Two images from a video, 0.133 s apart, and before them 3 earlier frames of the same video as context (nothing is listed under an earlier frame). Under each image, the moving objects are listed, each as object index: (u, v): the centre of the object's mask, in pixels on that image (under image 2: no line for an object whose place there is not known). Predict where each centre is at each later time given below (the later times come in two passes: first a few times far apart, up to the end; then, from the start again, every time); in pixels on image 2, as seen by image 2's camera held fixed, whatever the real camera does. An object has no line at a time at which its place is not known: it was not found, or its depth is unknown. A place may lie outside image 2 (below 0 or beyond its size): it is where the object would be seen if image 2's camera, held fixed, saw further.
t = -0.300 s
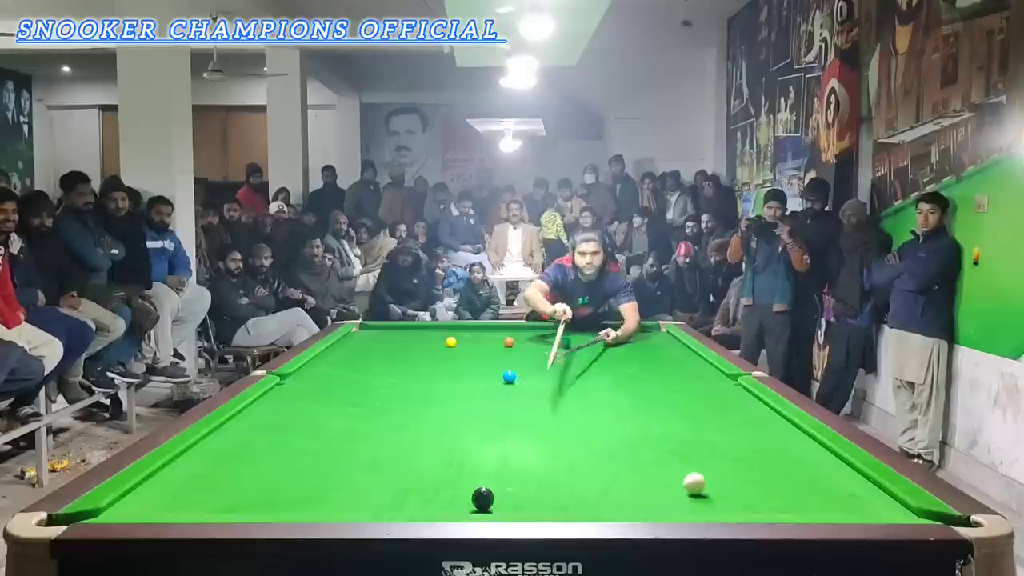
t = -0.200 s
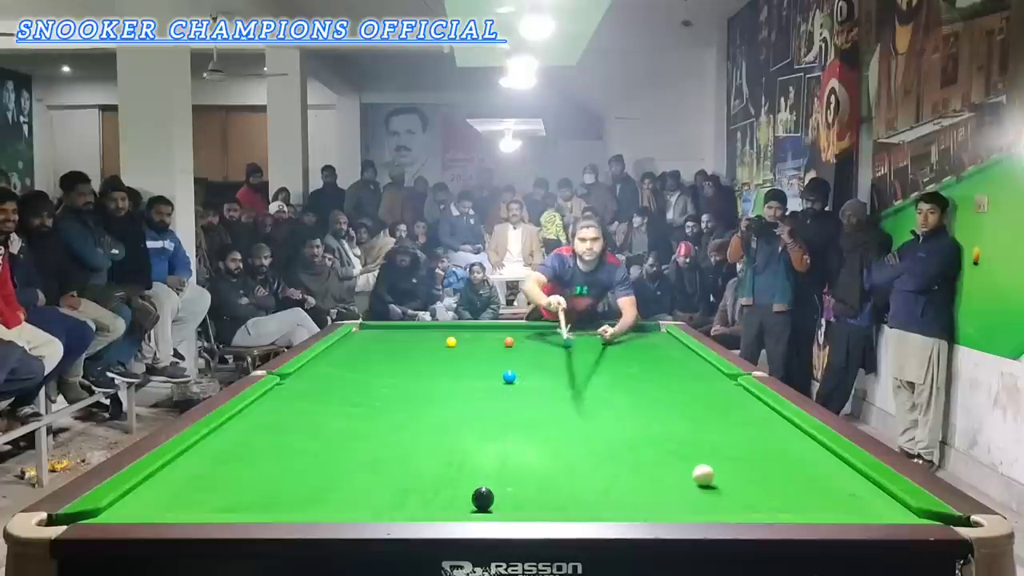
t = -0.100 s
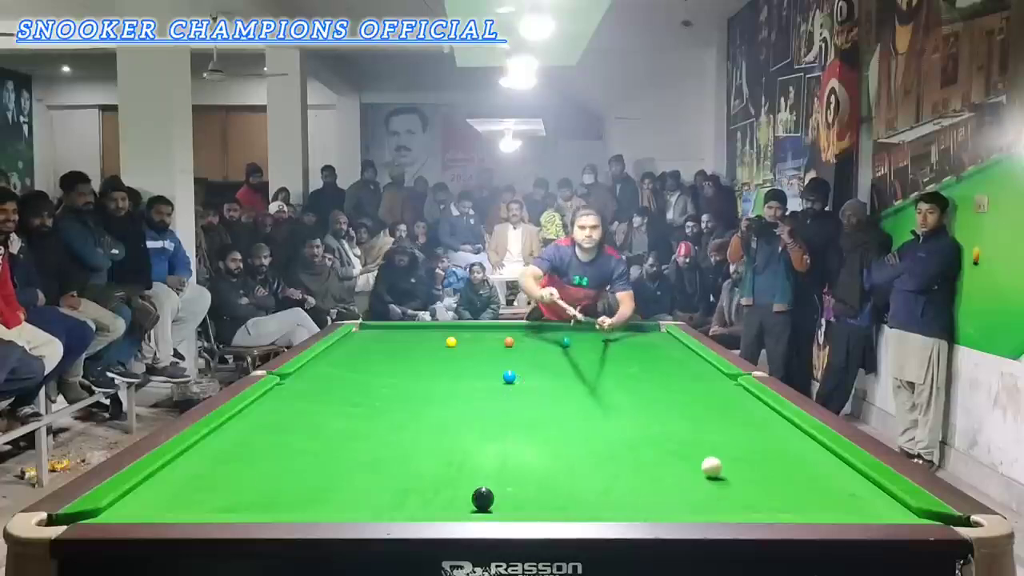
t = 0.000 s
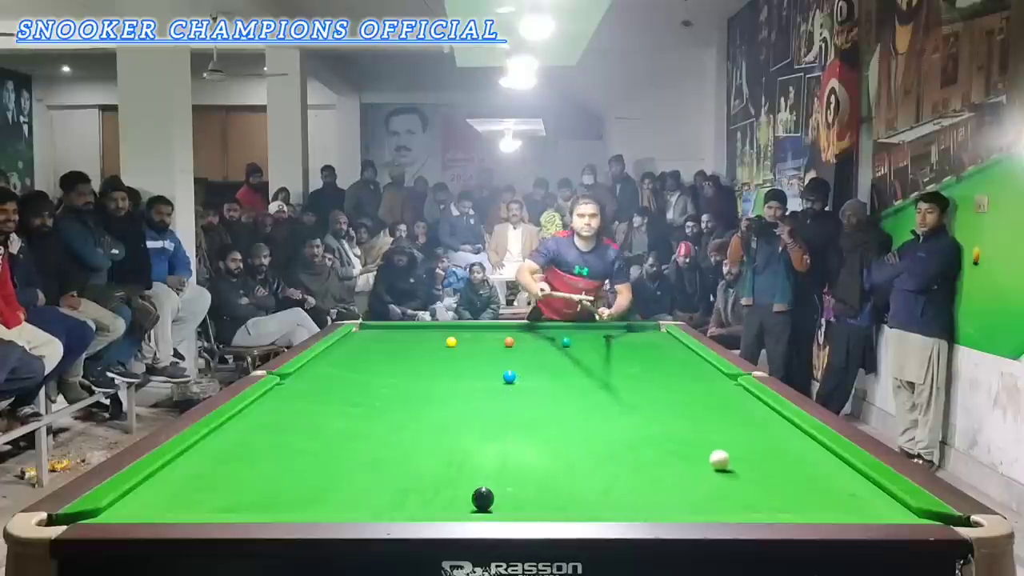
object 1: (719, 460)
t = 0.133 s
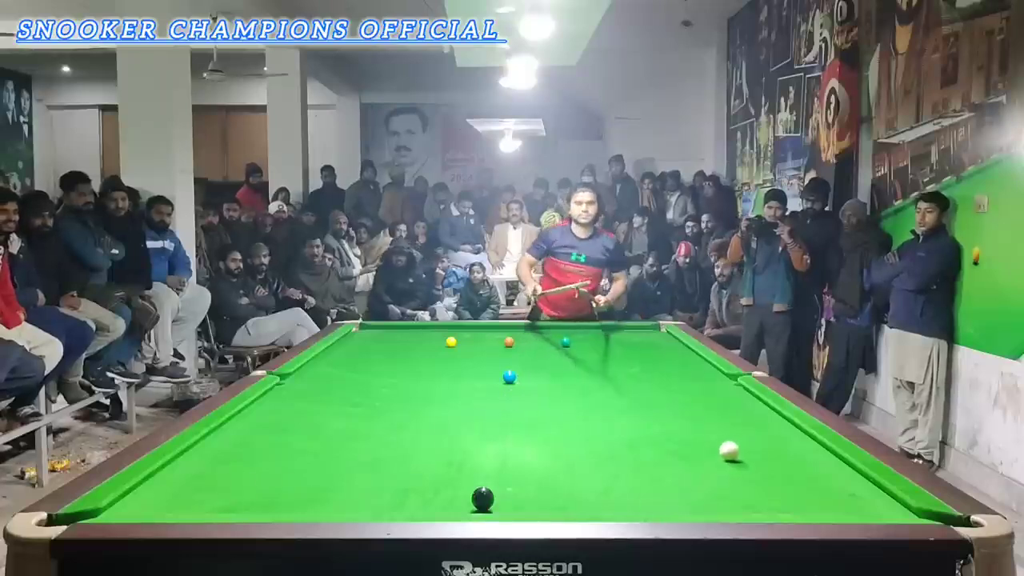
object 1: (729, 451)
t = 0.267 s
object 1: (738, 443)
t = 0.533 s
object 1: (754, 429)
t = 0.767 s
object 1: (766, 418)
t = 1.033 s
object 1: (761, 409)
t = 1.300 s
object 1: (740, 402)
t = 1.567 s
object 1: (723, 396)
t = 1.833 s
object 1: (707, 391)
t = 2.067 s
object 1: (695, 386)
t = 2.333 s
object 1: (684, 383)
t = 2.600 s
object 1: (675, 379)
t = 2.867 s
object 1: (667, 377)
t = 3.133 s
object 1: (660, 374)
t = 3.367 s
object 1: (655, 372)
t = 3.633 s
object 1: (651, 371)
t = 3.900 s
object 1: (647, 370)
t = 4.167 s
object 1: (644, 369)
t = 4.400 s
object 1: (643, 368)
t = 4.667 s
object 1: (643, 368)
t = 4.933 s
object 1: (643, 368)
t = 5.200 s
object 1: (643, 368)
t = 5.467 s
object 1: (643, 368)
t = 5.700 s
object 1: (642, 368)
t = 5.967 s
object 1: (643, 368)
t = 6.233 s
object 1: (643, 368)
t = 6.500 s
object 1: (643, 368)
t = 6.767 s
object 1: (643, 368)
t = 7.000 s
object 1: (643, 368)
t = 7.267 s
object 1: (643, 368)
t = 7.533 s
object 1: (643, 368)
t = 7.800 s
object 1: (642, 368)
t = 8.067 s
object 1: (643, 368)
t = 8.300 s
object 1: (642, 368)
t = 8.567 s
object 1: (643, 368)
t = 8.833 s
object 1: (643, 368)
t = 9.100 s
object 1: (643, 368)
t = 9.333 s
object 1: (642, 368)
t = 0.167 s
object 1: (732, 449)
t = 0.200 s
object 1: (733, 447)
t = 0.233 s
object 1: (736, 445)
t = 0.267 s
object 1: (738, 443)
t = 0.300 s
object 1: (740, 441)
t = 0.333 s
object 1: (742, 439)
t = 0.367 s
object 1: (744, 437)
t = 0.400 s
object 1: (746, 436)
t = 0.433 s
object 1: (748, 434)
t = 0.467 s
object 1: (750, 432)
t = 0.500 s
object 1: (752, 430)
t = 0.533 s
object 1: (754, 429)
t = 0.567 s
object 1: (756, 427)
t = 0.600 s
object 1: (758, 426)
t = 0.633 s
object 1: (759, 424)
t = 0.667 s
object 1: (761, 423)
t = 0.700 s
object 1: (763, 421)
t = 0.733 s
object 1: (765, 420)
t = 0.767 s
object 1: (766, 418)
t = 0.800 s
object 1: (768, 417)
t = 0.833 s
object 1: (769, 416)
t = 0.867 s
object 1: (771, 414)
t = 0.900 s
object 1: (773, 413)
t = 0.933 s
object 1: (770, 412)
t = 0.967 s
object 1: (767, 411)
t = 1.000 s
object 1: (764, 410)
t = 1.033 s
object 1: (761, 409)
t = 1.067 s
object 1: (758, 408)
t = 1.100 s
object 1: (755, 407)
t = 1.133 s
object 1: (753, 406)
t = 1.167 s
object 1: (750, 405)
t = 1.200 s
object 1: (747, 404)
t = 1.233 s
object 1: (745, 404)
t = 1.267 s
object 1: (742, 403)
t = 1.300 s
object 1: (740, 402)
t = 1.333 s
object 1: (737, 401)
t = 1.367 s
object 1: (735, 400)
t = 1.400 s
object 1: (733, 399)
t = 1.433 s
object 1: (731, 399)
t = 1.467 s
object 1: (728, 398)
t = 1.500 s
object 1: (726, 398)
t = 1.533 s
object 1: (725, 397)
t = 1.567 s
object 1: (723, 396)
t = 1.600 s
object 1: (720, 395)
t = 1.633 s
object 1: (719, 394)
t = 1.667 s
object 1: (717, 394)
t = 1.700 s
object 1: (714, 393)
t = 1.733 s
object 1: (712, 393)
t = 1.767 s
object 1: (711, 392)
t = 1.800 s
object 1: (709, 391)
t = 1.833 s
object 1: (707, 391)
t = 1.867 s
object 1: (705, 390)
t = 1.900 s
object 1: (703, 389)
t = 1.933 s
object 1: (702, 389)
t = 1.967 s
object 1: (700, 388)
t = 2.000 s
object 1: (699, 388)
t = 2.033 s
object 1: (697, 387)
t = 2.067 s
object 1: (695, 386)
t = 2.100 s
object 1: (694, 386)
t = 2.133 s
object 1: (692, 386)
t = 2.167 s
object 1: (691, 385)
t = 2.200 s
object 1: (690, 384)
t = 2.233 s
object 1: (688, 384)
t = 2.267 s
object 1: (687, 383)
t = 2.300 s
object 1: (686, 383)
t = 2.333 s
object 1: (684, 383)
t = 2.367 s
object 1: (683, 382)
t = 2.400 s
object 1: (682, 382)
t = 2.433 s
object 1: (681, 381)
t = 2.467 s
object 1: (679, 381)
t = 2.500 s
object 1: (678, 381)
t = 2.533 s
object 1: (677, 380)
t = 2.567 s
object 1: (676, 380)
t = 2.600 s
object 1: (675, 379)
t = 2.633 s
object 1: (674, 379)
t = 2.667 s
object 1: (673, 379)
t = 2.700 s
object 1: (672, 378)
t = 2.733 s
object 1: (671, 378)
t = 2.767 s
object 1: (670, 378)
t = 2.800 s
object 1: (669, 377)
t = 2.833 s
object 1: (668, 377)
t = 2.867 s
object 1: (667, 377)
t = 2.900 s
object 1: (666, 376)
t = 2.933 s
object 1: (665, 376)
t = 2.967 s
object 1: (665, 375)
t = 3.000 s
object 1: (664, 375)
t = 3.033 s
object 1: (663, 375)
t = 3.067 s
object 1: (662, 375)
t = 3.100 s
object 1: (661, 375)
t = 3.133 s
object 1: (660, 374)
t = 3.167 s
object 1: (659, 374)
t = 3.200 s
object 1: (659, 374)
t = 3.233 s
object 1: (658, 373)
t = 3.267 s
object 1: (657, 373)
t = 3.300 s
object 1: (657, 373)
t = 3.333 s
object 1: (656, 373)
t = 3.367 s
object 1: (655, 372)
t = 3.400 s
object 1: (655, 372)
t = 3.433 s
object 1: (654, 372)
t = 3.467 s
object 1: (653, 372)
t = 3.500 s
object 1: (653, 372)
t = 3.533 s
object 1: (652, 372)
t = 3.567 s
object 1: (652, 371)
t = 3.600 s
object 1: (651, 371)
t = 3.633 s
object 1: (651, 371)
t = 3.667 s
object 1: (650, 371)
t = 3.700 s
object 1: (650, 371)
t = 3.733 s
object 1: (649, 370)
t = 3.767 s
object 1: (649, 370)
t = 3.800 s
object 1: (649, 370)
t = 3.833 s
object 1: (648, 370)
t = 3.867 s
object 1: (648, 370)
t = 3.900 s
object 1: (647, 370)
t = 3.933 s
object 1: (647, 370)
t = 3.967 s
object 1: (646, 369)
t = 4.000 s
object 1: (646, 369)
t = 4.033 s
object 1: (646, 369)
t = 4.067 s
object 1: (646, 369)
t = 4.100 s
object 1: (645, 369)
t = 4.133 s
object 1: (645, 369)
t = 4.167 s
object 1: (644, 369)
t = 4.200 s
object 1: (644, 369)
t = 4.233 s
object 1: (644, 368)
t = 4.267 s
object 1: (644, 369)
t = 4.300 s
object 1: (644, 368)
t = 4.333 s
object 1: (643, 368)
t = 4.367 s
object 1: (643, 368)
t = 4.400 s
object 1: (643, 368)
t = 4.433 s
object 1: (643, 369)
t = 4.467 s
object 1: (642, 368)
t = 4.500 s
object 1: (642, 368)
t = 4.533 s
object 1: (643, 368)
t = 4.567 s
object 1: (642, 368)
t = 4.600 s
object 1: (642, 368)
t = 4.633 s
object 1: (642, 368)
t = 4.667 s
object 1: (643, 368)
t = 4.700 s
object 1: (643, 368)
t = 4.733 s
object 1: (643, 368)
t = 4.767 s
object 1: (643, 368)
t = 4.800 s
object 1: (643, 368)
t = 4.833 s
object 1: (643, 368)
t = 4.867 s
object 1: (643, 368)
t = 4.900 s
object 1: (643, 368)
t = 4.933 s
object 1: (643, 368)
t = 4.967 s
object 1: (643, 368)
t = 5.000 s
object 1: (643, 368)
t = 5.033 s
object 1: (643, 368)
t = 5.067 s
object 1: (643, 368)
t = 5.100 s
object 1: (643, 368)
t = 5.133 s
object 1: (643, 368)
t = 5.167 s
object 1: (643, 368)
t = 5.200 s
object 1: (643, 368)
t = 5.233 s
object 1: (643, 368)
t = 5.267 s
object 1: (642, 368)
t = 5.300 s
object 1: (643, 368)
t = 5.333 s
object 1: (643, 368)
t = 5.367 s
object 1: (643, 368)
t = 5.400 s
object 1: (643, 368)
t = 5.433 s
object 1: (643, 368)
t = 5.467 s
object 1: (643, 368)
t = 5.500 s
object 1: (643, 368)
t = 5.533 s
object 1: (643, 368)
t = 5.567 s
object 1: (643, 368)
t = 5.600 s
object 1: (643, 368)
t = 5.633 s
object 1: (643, 368)
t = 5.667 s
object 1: (643, 368)
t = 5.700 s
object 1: (642, 368)
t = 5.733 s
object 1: (643, 368)
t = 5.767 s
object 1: (643, 368)
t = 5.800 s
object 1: (642, 368)
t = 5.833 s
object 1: (643, 368)
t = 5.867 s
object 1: (643, 368)
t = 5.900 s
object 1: (643, 368)
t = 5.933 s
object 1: (643, 368)
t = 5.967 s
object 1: (643, 368)
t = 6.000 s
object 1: (643, 368)
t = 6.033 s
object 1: (643, 368)
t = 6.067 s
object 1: (643, 368)
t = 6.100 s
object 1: (642, 368)
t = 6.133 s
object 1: (643, 368)
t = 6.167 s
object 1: (643, 368)
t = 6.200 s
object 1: (643, 368)
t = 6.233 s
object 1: (643, 368)
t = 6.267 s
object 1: (643, 368)
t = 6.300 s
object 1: (643, 368)
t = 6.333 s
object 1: (642, 368)
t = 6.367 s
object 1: (643, 368)
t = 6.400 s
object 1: (643, 368)
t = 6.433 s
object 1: (643, 368)
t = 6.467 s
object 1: (643, 368)
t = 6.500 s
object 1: (643, 368)
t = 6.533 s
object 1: (643, 368)
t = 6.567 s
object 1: (642, 368)
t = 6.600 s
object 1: (643, 368)
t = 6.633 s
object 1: (643, 368)
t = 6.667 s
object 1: (642, 368)
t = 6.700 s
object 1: (643, 368)
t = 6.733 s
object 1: (642, 368)
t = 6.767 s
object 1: (643, 368)
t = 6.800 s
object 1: (643, 368)
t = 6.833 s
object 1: (643, 368)
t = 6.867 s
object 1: (643, 368)
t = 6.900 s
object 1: (643, 368)
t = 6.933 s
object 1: (643, 368)
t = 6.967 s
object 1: (642, 368)
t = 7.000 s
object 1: (643, 368)
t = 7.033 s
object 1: (643, 368)
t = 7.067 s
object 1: (643, 368)
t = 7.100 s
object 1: (642, 368)
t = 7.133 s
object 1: (642, 368)
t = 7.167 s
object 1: (643, 368)
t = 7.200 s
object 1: (642, 368)
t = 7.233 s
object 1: (643, 368)
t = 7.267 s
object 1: (643, 368)
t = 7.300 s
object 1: (643, 368)
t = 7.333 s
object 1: (643, 368)
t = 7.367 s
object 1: (643, 368)
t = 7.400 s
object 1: (643, 368)
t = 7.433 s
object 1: (643, 368)
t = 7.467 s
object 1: (642, 368)
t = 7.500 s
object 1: (643, 368)
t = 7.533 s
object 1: (643, 368)
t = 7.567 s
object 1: (643, 368)
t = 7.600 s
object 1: (643, 368)
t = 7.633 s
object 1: (643, 368)
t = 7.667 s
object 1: (643, 368)
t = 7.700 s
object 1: (642, 368)
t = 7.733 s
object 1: (643, 368)
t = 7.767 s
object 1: (643, 368)
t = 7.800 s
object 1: (642, 368)
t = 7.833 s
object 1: (643, 368)
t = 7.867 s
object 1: (643, 368)
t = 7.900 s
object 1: (643, 368)
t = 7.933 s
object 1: (642, 368)
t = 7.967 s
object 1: (643, 368)
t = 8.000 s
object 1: (643, 368)
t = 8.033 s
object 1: (643, 368)
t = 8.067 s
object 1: (643, 368)
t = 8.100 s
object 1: (643, 368)
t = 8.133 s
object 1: (643, 368)
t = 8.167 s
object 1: (643, 368)
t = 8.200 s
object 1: (642, 368)
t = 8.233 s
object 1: (643, 368)
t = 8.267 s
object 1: (643, 368)
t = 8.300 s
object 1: (642, 368)
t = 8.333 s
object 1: (643, 368)
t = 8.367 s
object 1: (643, 368)
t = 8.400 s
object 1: (643, 368)
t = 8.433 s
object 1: (643, 368)
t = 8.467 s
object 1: (643, 368)
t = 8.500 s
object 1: (643, 368)
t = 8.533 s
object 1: (642, 368)
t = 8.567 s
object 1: (643, 368)
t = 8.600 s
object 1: (643, 368)
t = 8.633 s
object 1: (642, 368)
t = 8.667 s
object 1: (643, 368)
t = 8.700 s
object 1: (643, 368)
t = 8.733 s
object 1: (643, 368)
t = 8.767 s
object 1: (643, 368)
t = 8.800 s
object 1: (643, 368)
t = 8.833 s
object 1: (643, 368)
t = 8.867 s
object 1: (643, 368)
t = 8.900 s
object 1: (643, 368)
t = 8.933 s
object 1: (643, 368)
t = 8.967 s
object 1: (643, 368)
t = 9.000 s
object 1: (643, 368)
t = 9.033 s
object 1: (643, 368)
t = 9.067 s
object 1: (643, 368)
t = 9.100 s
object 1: (643, 368)
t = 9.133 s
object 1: (643, 368)
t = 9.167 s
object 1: (643, 368)
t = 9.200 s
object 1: (643, 368)
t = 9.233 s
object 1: (643, 368)
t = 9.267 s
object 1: (643, 368)
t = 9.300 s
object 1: (643, 368)
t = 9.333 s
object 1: (642, 368)
